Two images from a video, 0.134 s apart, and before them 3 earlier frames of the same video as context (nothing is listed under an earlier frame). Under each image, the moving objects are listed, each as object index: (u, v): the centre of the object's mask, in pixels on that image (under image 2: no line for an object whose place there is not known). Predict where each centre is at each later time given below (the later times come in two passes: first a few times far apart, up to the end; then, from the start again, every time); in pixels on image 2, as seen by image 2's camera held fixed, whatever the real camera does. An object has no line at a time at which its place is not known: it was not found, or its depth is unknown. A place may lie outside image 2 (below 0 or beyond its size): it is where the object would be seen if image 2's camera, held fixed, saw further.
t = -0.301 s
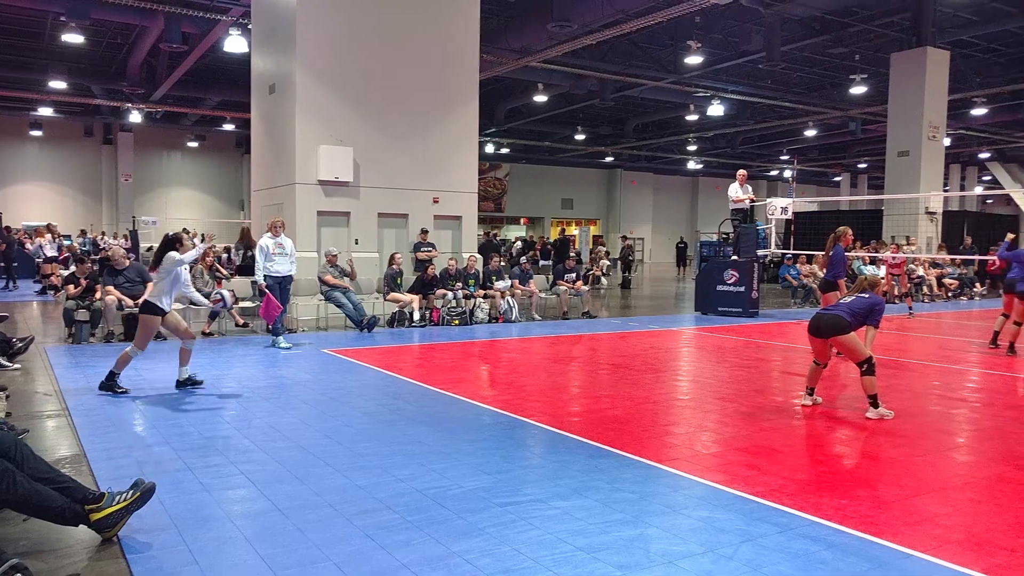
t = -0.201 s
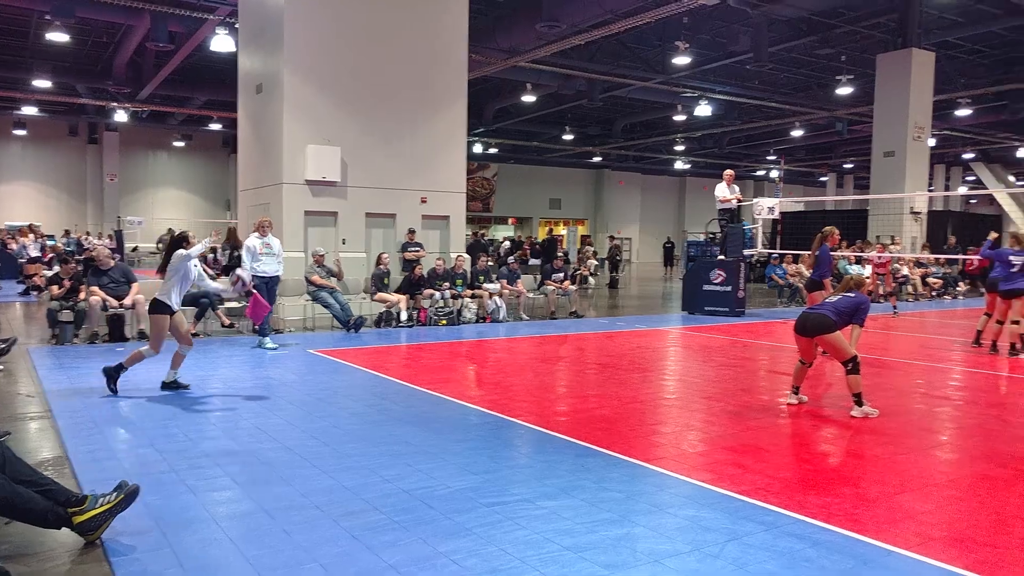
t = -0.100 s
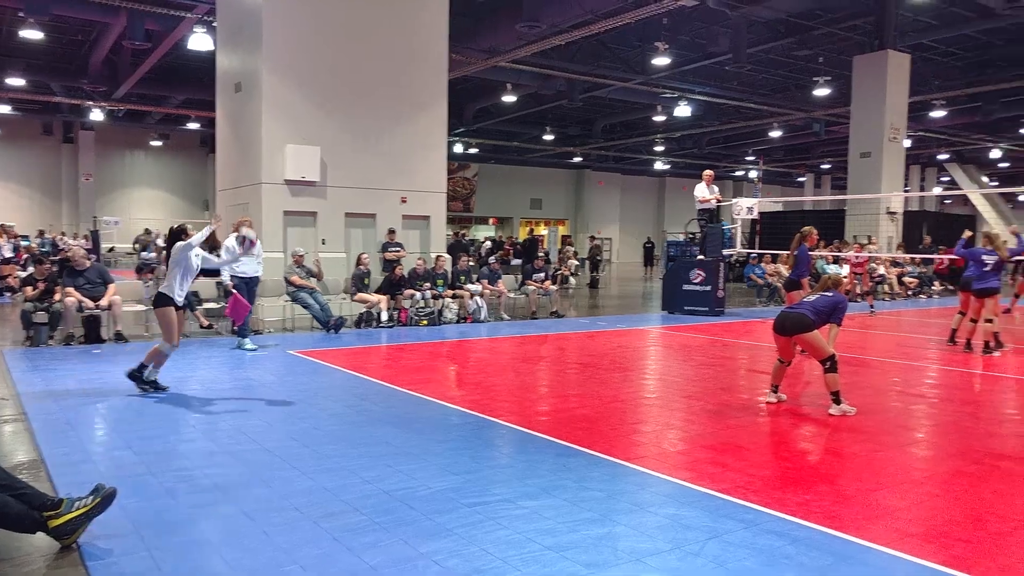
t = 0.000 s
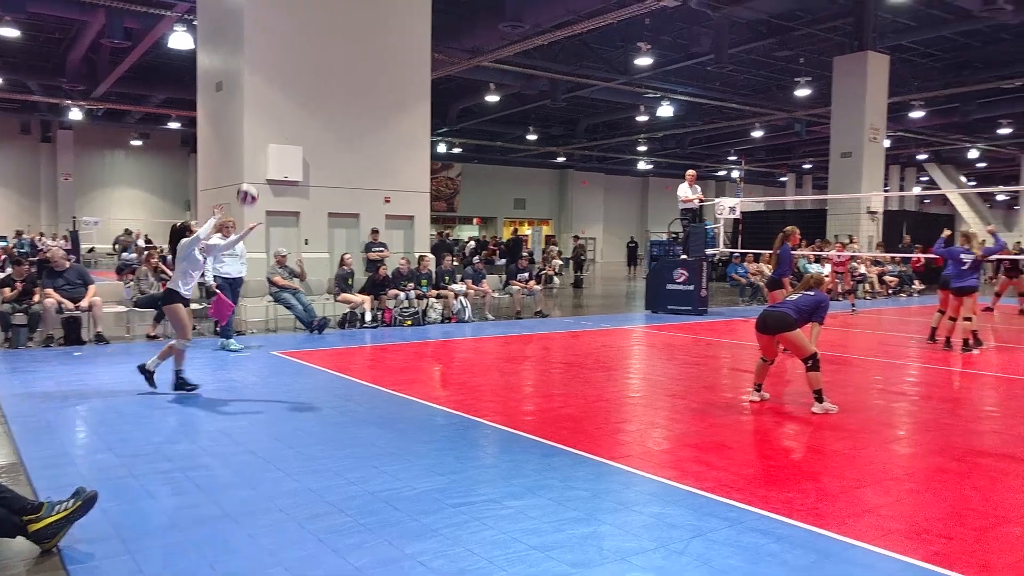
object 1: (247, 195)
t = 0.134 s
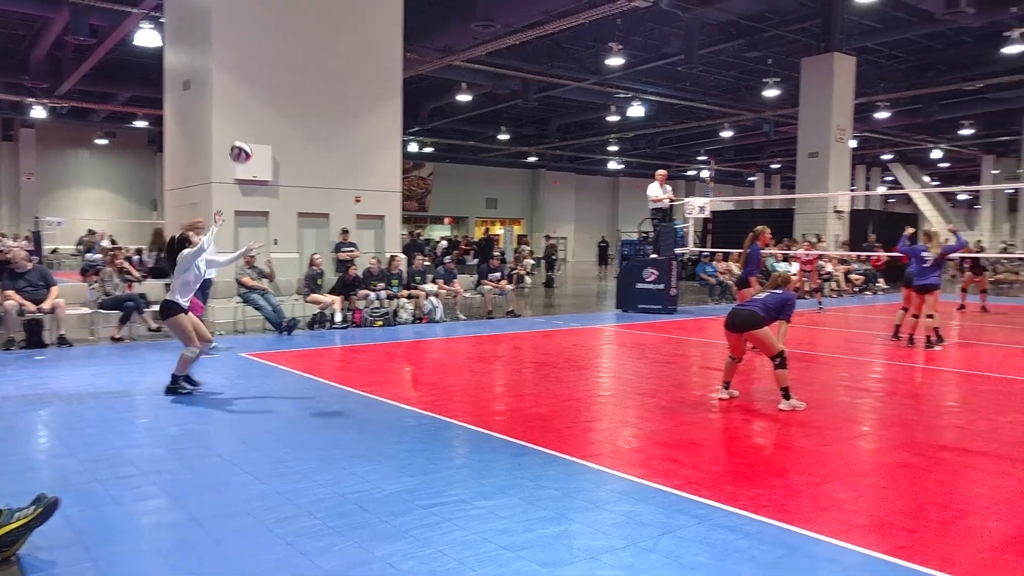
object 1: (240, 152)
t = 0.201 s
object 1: (251, 139)
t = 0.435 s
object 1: (291, 127)
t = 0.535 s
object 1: (307, 139)
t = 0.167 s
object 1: (246, 145)
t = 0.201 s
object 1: (251, 139)
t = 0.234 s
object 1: (257, 134)
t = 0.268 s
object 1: (263, 130)
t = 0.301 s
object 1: (268, 127)
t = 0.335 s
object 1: (273, 125)
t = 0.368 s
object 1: (279, 125)
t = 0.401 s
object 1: (284, 125)
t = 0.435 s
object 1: (291, 127)
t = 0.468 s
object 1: (296, 130)
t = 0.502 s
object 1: (302, 134)
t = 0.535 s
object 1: (307, 139)
